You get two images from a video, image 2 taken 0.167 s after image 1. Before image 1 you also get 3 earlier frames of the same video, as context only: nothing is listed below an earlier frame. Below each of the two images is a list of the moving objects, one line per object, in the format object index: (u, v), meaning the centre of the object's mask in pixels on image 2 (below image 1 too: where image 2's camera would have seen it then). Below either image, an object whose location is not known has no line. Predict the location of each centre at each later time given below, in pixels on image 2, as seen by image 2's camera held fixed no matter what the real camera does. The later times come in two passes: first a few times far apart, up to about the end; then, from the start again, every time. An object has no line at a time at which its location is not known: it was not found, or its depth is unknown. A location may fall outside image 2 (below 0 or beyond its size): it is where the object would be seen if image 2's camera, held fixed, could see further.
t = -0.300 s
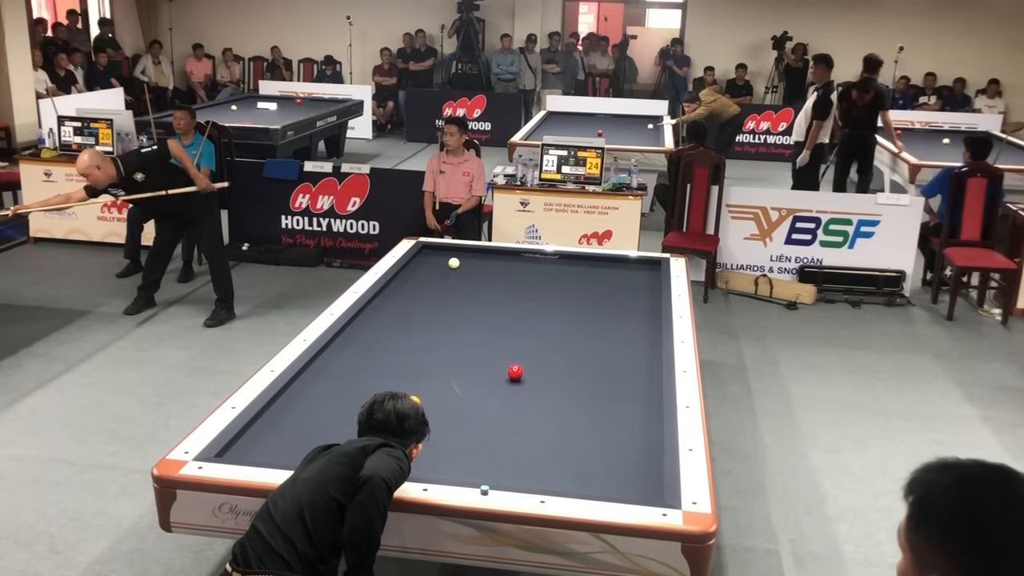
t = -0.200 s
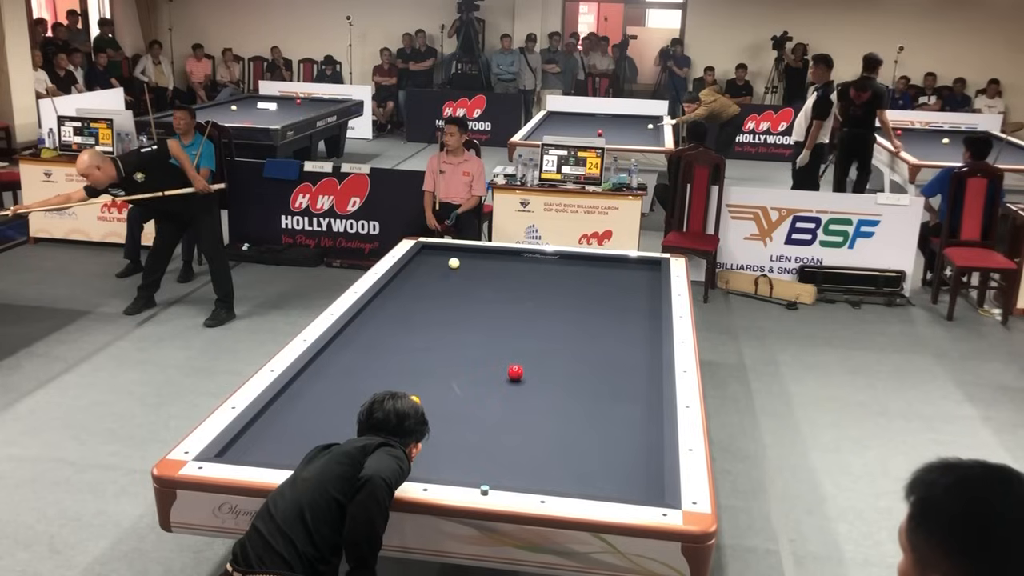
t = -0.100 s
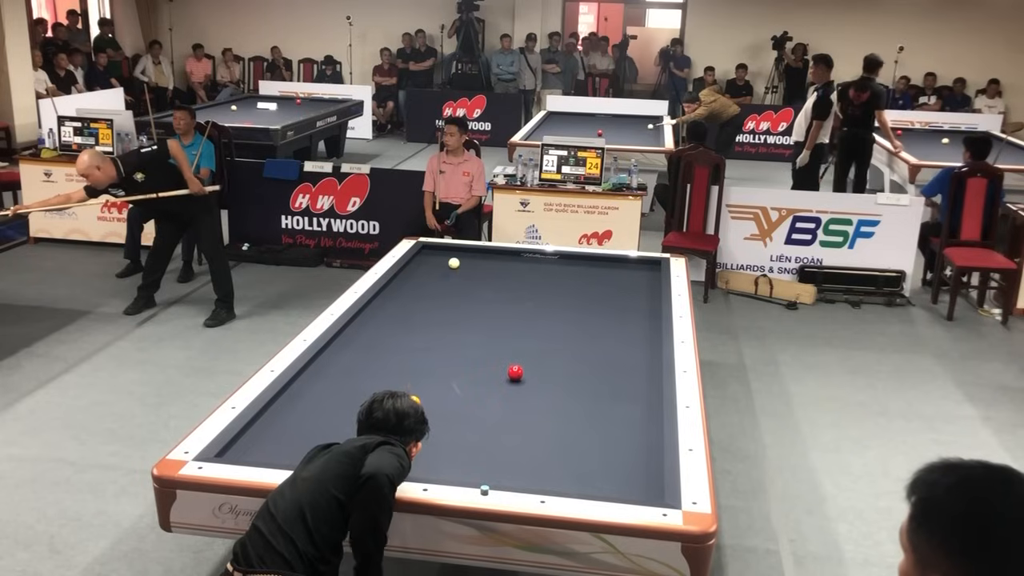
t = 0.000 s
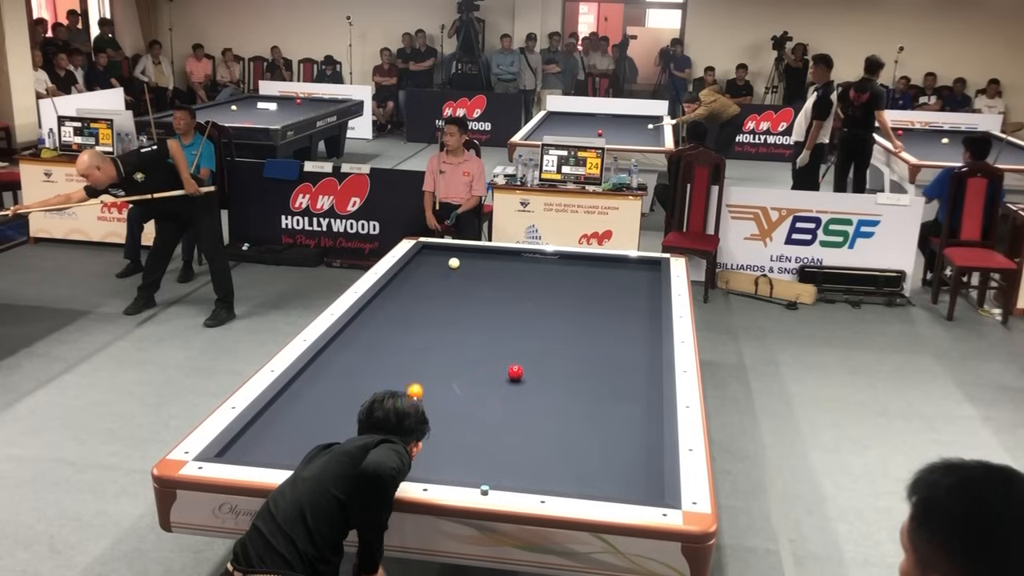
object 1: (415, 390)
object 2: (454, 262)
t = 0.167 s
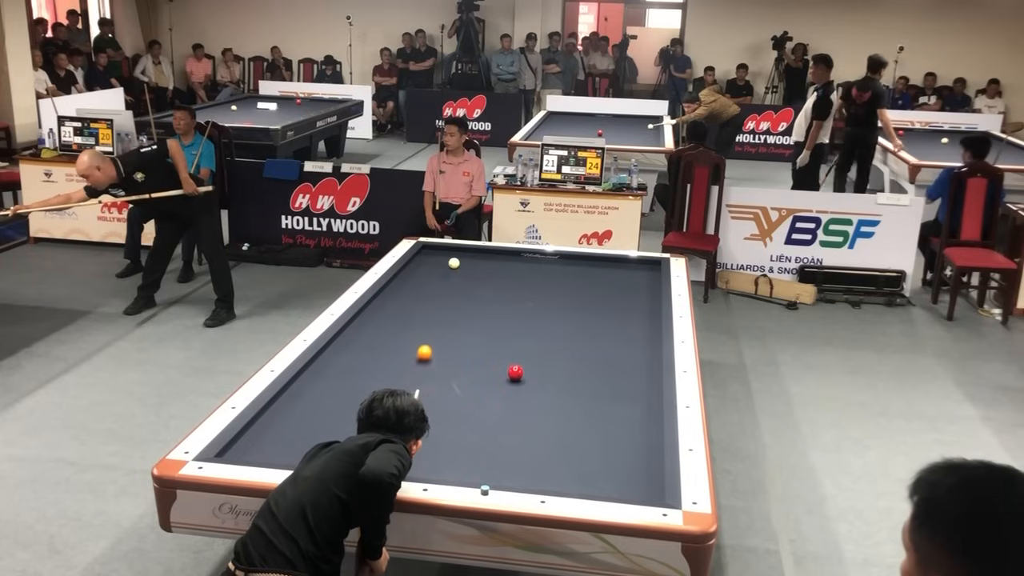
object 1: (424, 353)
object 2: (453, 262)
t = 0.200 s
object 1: (426, 346)
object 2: (454, 262)
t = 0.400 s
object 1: (434, 313)
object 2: (454, 262)
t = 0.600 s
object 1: (441, 285)
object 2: (454, 262)
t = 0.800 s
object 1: (442, 263)
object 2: (459, 261)
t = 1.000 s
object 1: (423, 254)
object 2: (491, 251)
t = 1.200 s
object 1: (453, 248)
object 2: (499, 257)
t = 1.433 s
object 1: (474, 257)
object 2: (507, 265)
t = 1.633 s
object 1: (494, 264)
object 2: (515, 271)
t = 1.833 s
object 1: (514, 271)
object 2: (522, 279)
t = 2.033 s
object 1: (535, 277)
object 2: (530, 286)
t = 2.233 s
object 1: (557, 286)
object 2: (537, 293)
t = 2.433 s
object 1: (579, 293)
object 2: (546, 300)
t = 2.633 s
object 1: (602, 301)
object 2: (554, 308)
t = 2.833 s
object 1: (626, 310)
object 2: (563, 317)
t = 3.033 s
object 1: (651, 319)
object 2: (572, 325)
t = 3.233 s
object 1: (641, 325)
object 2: (582, 334)
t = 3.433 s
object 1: (626, 331)
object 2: (591, 343)
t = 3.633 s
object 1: (610, 337)
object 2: (601, 353)
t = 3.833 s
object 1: (594, 344)
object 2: (612, 362)
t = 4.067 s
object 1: (575, 351)
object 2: (624, 375)
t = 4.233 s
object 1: (560, 357)
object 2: (634, 383)
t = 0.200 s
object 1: (426, 346)
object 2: (454, 262)
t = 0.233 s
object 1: (427, 340)
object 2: (454, 262)
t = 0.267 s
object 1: (429, 334)
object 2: (454, 262)
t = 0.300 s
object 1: (430, 328)
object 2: (454, 262)
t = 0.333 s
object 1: (431, 323)
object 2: (454, 262)
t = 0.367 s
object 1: (433, 317)
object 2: (454, 262)
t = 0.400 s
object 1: (434, 313)
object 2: (454, 262)
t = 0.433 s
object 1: (436, 308)
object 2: (454, 262)
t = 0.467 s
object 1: (437, 303)
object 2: (453, 262)
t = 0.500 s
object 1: (438, 298)
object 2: (454, 262)
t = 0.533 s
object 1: (439, 293)
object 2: (454, 262)
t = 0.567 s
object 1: (440, 289)
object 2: (454, 262)
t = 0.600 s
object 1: (441, 285)
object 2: (454, 262)
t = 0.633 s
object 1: (442, 281)
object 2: (453, 262)
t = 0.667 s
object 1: (443, 277)
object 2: (454, 262)
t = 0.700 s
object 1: (444, 273)
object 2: (454, 262)
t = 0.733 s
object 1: (445, 269)
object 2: (454, 262)
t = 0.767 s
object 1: (445, 266)
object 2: (454, 262)
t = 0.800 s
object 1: (442, 263)
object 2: (459, 261)
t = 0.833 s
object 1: (436, 262)
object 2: (465, 259)
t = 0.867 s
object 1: (431, 260)
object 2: (471, 257)
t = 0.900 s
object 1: (426, 259)
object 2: (476, 256)
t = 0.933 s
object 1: (421, 257)
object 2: (481, 254)
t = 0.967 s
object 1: (418, 255)
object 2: (486, 253)
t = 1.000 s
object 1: (423, 254)
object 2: (491, 251)
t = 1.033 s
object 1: (429, 253)
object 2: (494, 251)
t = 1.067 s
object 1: (435, 252)
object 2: (495, 252)
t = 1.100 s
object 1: (440, 251)
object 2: (496, 254)
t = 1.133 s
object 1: (445, 250)
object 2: (497, 255)
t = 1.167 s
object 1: (449, 248)
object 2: (498, 256)
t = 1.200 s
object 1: (453, 248)
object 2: (499, 257)
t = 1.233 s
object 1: (456, 250)
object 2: (501, 258)
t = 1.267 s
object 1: (459, 251)
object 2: (502, 259)
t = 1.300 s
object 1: (462, 252)
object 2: (503, 261)
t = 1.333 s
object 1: (465, 254)
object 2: (504, 262)
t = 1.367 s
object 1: (468, 255)
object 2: (505, 263)
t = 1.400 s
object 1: (471, 256)
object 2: (506, 263)
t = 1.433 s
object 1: (474, 257)
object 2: (507, 265)
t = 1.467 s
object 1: (478, 258)
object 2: (508, 266)
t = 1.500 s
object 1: (481, 259)
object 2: (510, 267)
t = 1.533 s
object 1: (484, 261)
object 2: (511, 268)
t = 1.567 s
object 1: (487, 262)
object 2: (512, 269)
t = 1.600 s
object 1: (491, 263)
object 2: (513, 270)
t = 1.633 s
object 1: (494, 264)
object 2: (515, 271)
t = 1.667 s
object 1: (497, 265)
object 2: (516, 273)
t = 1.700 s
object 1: (500, 266)
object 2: (517, 274)
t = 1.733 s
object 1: (504, 267)
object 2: (518, 275)
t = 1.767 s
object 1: (507, 268)
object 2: (520, 276)
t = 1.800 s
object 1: (511, 270)
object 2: (521, 277)
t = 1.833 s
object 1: (514, 271)
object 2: (522, 279)
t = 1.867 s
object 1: (517, 271)
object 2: (523, 280)
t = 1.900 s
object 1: (520, 272)
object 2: (525, 281)
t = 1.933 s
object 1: (524, 273)
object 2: (526, 282)
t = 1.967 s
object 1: (528, 275)
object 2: (527, 284)
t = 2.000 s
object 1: (531, 276)
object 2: (528, 285)
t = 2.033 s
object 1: (535, 277)
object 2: (530, 286)
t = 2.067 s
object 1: (539, 279)
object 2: (531, 287)
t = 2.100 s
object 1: (542, 280)
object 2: (532, 288)
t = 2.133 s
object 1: (545, 282)
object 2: (534, 289)
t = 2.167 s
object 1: (549, 283)
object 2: (535, 291)
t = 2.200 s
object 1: (553, 284)
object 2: (536, 292)
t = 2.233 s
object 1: (557, 286)
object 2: (537, 293)
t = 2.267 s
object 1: (560, 287)
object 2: (539, 294)
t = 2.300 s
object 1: (564, 288)
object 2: (540, 295)
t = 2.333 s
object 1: (568, 290)
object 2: (542, 297)
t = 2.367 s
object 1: (571, 291)
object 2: (543, 298)
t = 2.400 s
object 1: (575, 292)
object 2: (544, 299)
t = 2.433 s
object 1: (579, 293)
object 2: (546, 300)
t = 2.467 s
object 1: (583, 295)
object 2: (547, 302)
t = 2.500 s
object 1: (587, 296)
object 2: (549, 303)
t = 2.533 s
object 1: (590, 297)
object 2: (550, 304)
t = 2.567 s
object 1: (595, 299)
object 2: (551, 306)
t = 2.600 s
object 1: (598, 300)
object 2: (553, 307)
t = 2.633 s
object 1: (602, 301)
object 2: (554, 308)
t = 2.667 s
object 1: (606, 303)
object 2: (556, 310)
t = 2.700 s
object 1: (610, 305)
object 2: (557, 311)
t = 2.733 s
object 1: (614, 305)
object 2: (558, 313)
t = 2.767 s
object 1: (618, 307)
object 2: (560, 314)
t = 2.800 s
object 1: (622, 308)
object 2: (562, 315)
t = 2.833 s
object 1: (626, 310)
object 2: (563, 317)
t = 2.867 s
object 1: (630, 311)
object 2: (565, 318)
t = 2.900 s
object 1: (634, 313)
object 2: (566, 319)
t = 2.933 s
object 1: (639, 314)
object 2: (568, 321)
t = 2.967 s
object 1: (643, 316)
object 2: (569, 322)
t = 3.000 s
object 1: (647, 317)
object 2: (571, 324)
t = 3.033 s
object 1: (651, 319)
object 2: (572, 325)
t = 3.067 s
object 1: (655, 320)
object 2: (574, 327)
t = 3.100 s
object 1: (652, 321)
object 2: (575, 328)
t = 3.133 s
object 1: (649, 322)
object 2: (577, 329)
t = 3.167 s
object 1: (646, 323)
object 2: (578, 331)
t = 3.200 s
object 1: (644, 324)
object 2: (580, 333)
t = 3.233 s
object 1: (641, 325)
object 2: (582, 334)
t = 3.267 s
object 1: (638, 326)
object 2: (583, 336)
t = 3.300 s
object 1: (636, 327)
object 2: (585, 337)
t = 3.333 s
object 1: (633, 328)
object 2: (586, 338)
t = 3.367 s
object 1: (631, 329)
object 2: (588, 340)
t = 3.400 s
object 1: (628, 330)
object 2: (590, 342)
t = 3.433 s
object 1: (626, 331)
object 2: (591, 343)
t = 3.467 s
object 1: (623, 332)
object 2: (593, 345)
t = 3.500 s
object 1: (621, 333)
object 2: (595, 346)
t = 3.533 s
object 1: (618, 334)
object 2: (596, 348)
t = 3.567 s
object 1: (615, 335)
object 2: (598, 349)
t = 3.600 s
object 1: (613, 337)
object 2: (599, 351)
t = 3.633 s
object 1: (610, 337)
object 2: (601, 353)
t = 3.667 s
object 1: (607, 338)
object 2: (603, 354)
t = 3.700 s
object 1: (605, 339)
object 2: (605, 356)
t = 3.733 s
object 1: (602, 340)
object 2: (606, 358)
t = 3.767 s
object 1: (599, 341)
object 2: (608, 359)
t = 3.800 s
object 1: (596, 342)
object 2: (610, 361)
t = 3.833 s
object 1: (594, 344)
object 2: (612, 362)
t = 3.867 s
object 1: (591, 345)
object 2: (613, 364)
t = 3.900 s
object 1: (589, 346)
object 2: (615, 366)
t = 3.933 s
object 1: (586, 347)
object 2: (617, 368)
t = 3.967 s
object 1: (583, 348)
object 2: (619, 369)
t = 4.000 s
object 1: (580, 349)
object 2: (621, 371)
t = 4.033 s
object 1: (577, 350)
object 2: (623, 373)
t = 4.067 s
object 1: (575, 351)
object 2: (624, 375)
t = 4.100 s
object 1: (572, 352)
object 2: (626, 376)
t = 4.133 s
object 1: (569, 353)
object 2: (628, 378)
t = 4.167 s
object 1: (566, 354)
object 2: (630, 380)
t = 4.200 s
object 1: (563, 356)
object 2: (632, 382)
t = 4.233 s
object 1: (560, 357)
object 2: (634, 383)
